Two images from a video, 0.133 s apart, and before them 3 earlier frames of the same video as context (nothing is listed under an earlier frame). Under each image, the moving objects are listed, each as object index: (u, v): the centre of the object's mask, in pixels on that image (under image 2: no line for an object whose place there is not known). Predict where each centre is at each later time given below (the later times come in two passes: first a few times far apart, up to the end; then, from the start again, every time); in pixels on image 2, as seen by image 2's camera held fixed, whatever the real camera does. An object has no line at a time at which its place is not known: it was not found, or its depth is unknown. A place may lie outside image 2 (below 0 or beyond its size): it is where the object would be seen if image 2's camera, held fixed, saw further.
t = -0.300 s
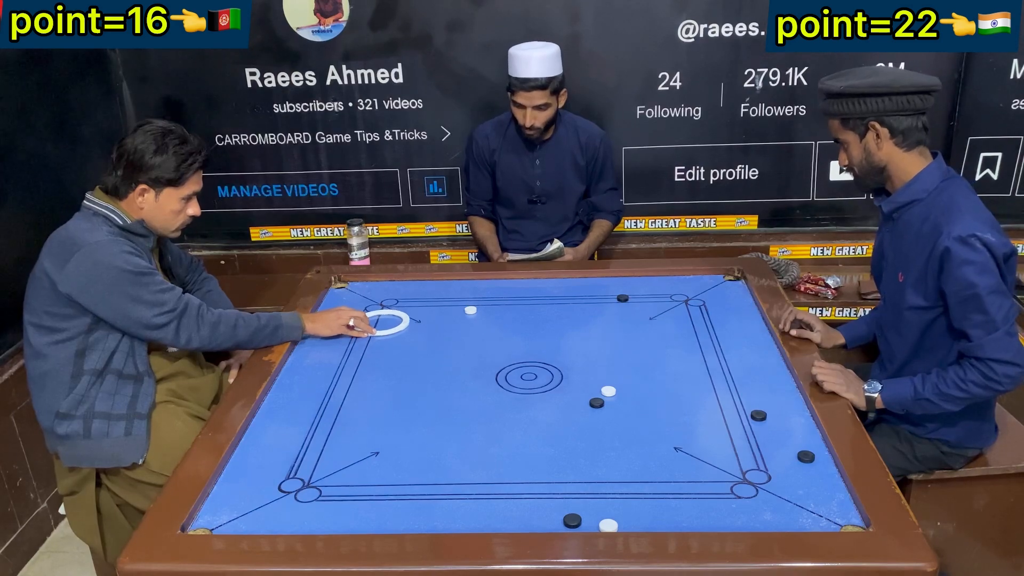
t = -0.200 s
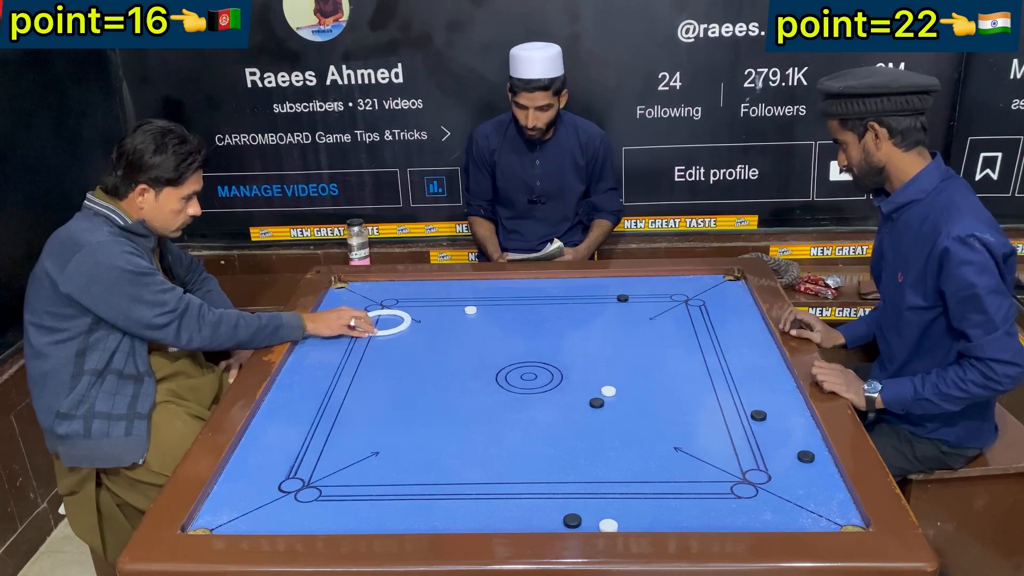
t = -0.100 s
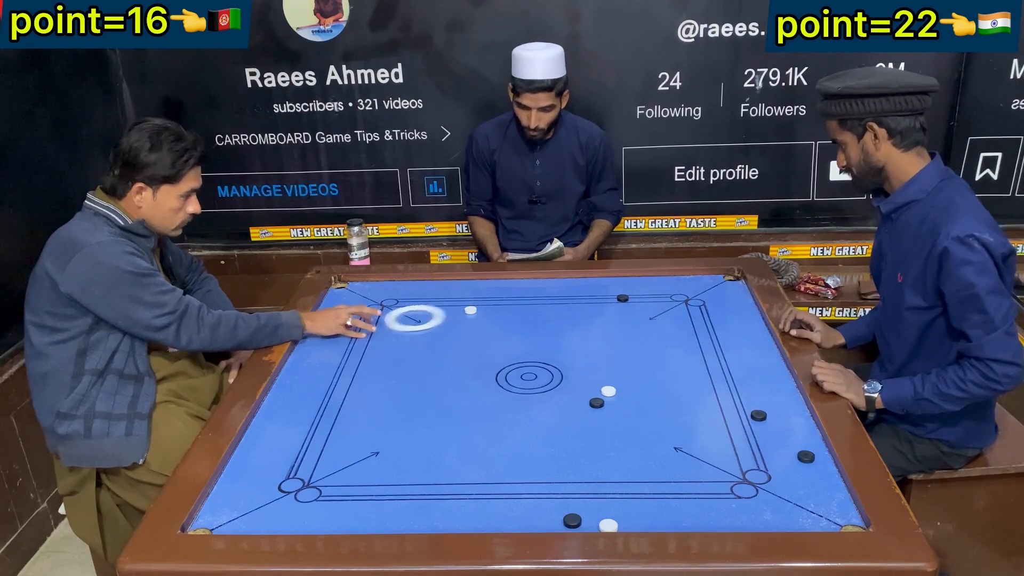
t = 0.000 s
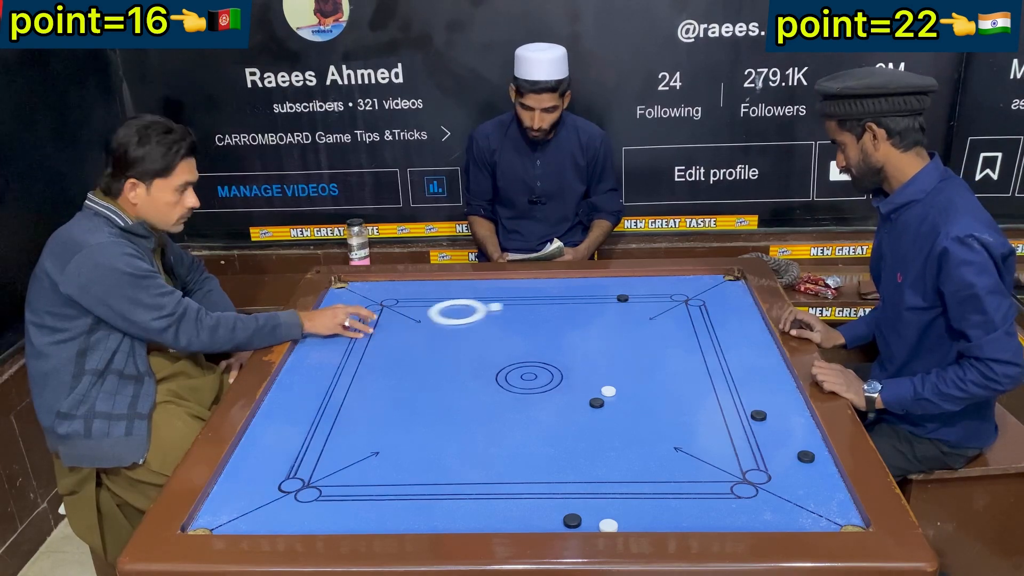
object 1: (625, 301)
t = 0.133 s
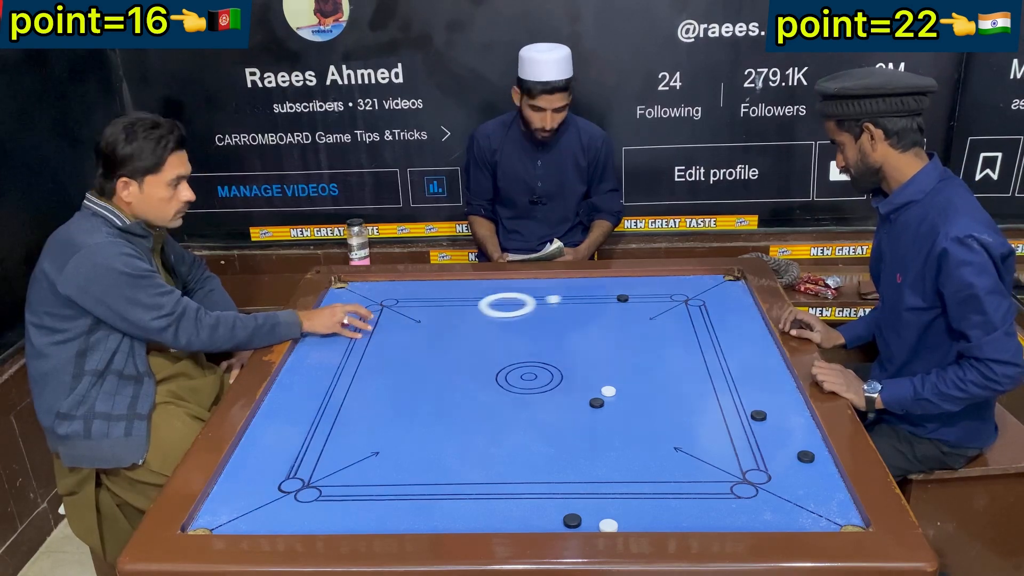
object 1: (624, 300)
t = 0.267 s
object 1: (624, 300)
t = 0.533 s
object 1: (657, 304)
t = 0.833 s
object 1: (723, 316)
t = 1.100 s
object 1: (749, 326)
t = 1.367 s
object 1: (720, 333)
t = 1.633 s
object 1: (692, 340)
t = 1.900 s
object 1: (665, 346)
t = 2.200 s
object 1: (640, 352)
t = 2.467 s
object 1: (622, 355)
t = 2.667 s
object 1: (612, 358)
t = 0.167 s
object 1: (624, 300)
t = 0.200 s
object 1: (624, 300)
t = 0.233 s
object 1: (624, 300)
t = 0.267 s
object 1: (624, 300)
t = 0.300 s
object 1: (624, 299)
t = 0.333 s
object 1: (623, 298)
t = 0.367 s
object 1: (623, 298)
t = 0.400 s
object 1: (627, 300)
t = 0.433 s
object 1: (635, 300)
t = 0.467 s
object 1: (642, 302)
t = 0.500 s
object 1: (650, 303)
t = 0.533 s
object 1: (657, 304)
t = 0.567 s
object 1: (664, 306)
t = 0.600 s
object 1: (672, 307)
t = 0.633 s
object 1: (679, 308)
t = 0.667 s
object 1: (687, 309)
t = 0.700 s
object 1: (694, 311)
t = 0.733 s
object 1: (702, 312)
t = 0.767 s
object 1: (709, 314)
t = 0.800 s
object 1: (717, 315)
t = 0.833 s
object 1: (723, 316)
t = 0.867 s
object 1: (731, 318)
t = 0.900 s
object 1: (738, 319)
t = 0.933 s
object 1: (744, 320)
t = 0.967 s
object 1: (751, 321)
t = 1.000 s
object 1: (759, 323)
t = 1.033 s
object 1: (756, 324)
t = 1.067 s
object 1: (753, 325)
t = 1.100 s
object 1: (749, 326)
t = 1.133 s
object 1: (745, 327)
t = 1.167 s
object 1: (741, 328)
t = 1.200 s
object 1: (738, 329)
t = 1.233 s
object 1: (734, 330)
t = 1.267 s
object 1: (731, 331)
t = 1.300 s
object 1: (727, 332)
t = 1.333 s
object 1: (723, 333)
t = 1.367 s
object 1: (720, 333)
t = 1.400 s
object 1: (716, 334)
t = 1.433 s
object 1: (713, 335)
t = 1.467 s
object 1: (709, 336)
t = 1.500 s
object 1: (706, 337)
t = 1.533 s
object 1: (702, 338)
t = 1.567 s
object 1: (698, 339)
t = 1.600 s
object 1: (695, 339)
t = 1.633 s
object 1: (692, 340)
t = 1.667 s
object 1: (688, 341)
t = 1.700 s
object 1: (685, 342)
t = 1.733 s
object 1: (681, 343)
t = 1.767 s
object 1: (678, 344)
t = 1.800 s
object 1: (675, 344)
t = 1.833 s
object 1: (672, 345)
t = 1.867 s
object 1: (668, 346)
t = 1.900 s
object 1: (665, 346)
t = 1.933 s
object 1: (662, 347)
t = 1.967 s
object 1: (659, 348)
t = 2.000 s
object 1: (657, 348)
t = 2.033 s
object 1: (654, 349)
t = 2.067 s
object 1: (651, 350)
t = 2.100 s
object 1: (648, 350)
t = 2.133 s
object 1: (646, 351)
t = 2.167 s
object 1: (643, 351)
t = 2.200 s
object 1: (640, 352)
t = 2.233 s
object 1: (638, 352)
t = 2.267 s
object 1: (635, 353)
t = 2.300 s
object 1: (633, 353)
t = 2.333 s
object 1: (630, 354)
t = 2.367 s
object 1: (628, 354)
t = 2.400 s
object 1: (626, 354)
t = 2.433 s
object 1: (624, 355)
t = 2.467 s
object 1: (622, 355)
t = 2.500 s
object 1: (620, 356)
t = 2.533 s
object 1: (618, 356)
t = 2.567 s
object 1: (617, 356)
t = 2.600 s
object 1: (615, 357)
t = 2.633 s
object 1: (614, 357)
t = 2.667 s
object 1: (612, 358)
